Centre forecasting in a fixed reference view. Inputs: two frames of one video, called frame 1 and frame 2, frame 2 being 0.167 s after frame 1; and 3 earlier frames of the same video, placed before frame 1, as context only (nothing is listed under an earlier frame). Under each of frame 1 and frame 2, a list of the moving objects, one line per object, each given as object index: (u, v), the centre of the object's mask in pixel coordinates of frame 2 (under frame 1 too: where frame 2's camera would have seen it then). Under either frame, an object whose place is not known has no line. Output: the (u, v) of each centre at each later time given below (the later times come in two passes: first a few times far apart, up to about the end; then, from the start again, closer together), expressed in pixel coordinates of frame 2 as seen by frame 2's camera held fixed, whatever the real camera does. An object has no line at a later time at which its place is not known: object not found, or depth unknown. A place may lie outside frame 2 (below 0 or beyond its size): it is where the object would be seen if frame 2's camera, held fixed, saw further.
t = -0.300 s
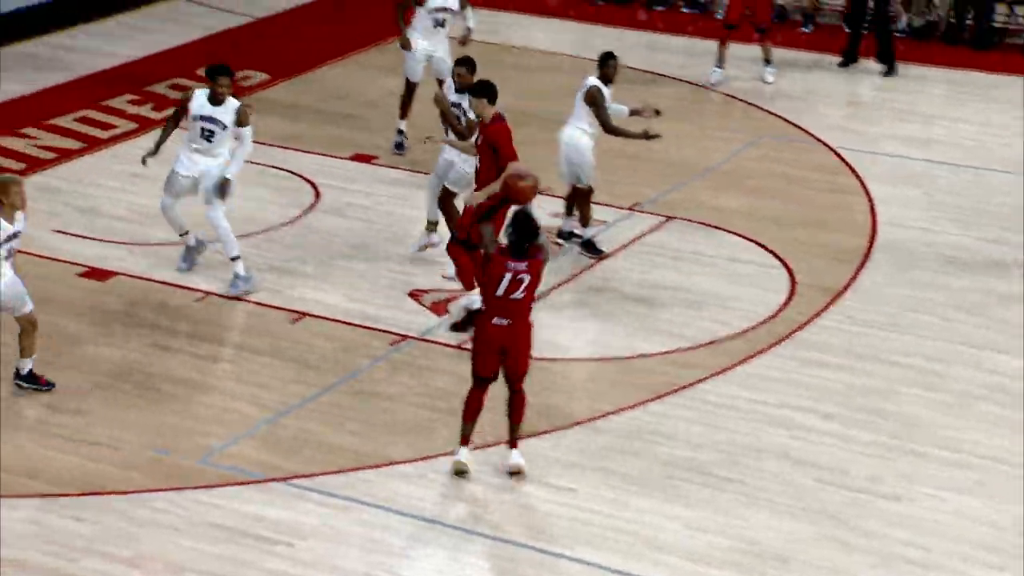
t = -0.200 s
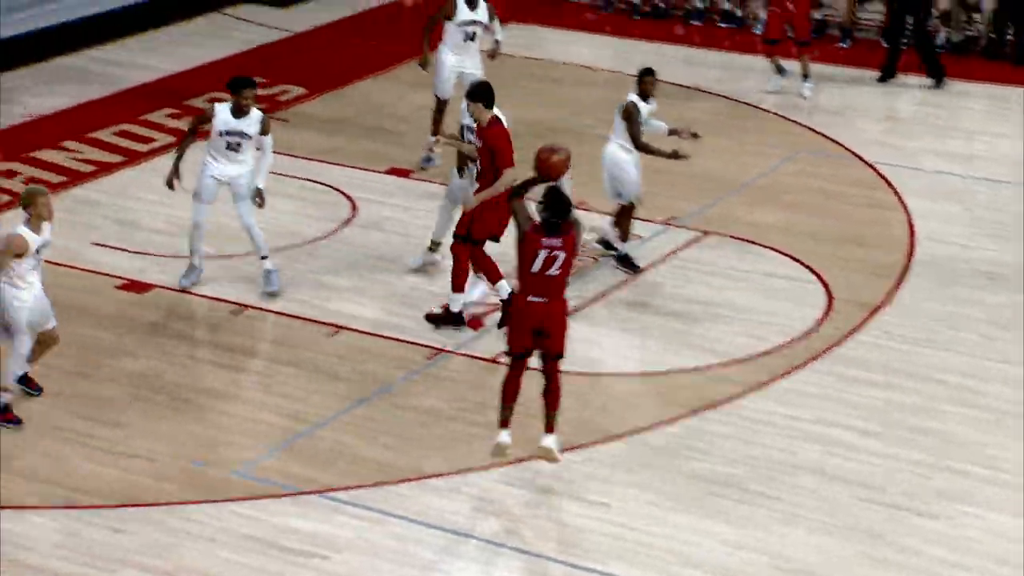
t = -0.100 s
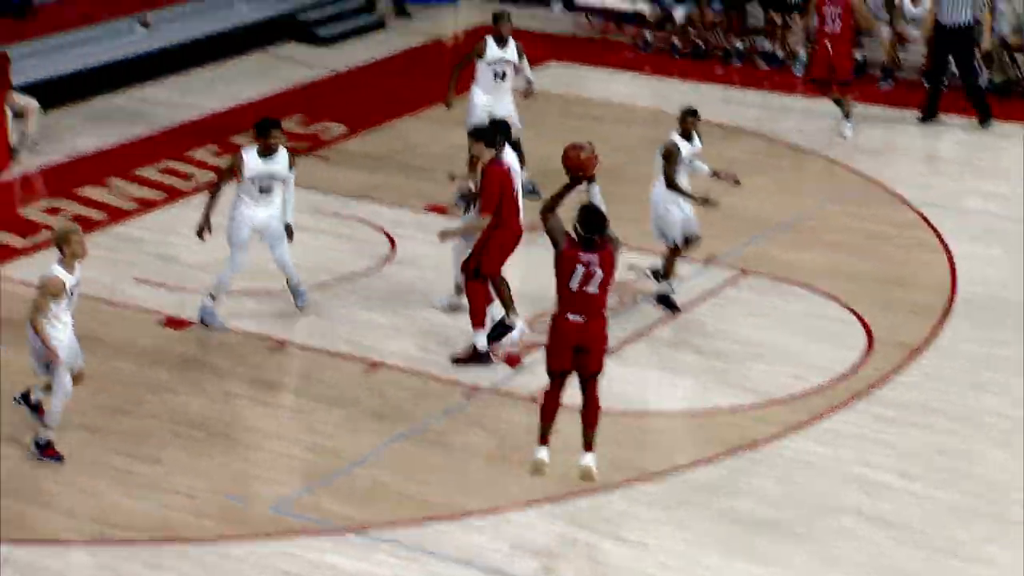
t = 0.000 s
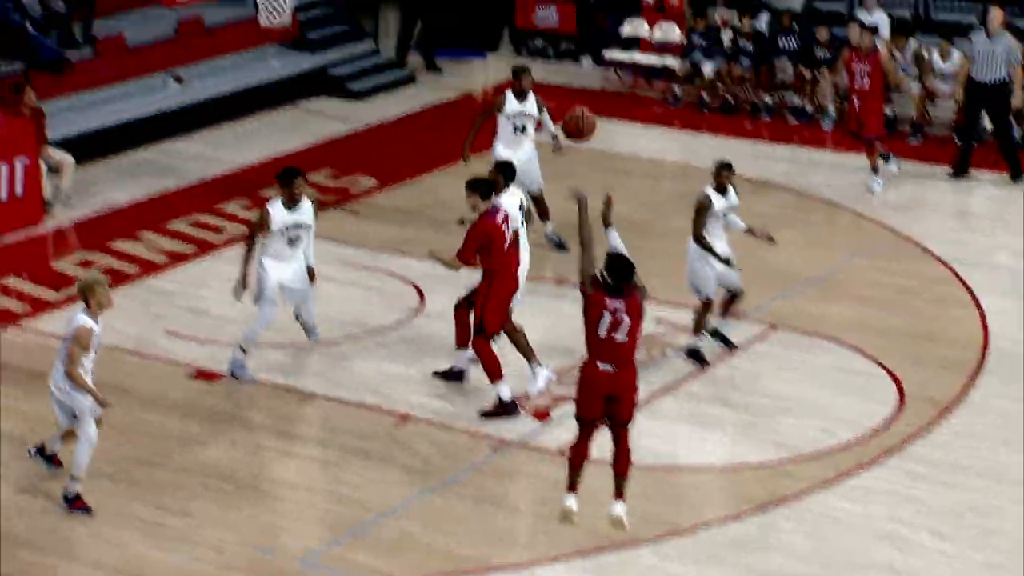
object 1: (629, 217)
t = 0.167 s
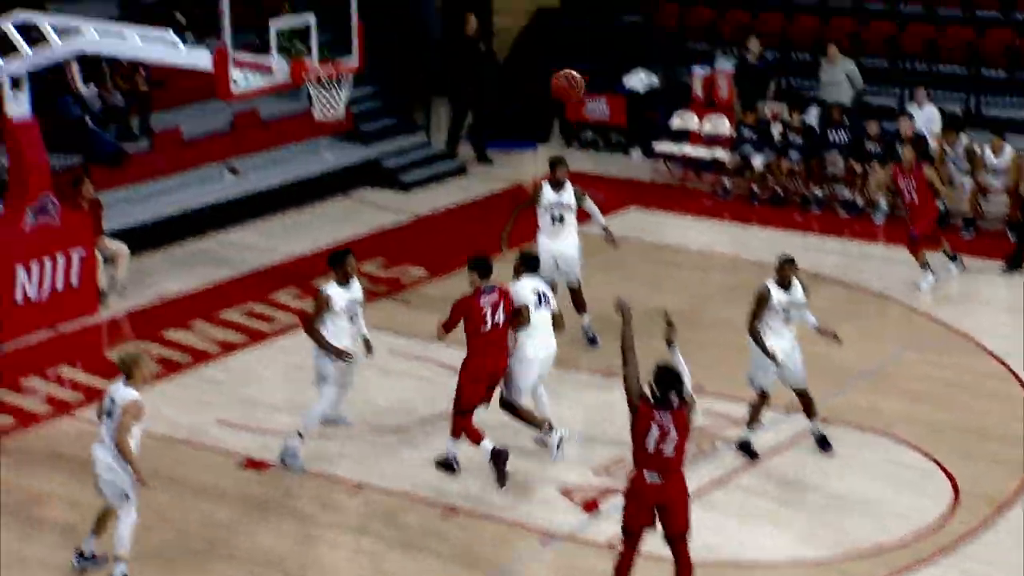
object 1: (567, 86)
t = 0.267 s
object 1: (533, 32)
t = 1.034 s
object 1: (340, 59)
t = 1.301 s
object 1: (339, 87)
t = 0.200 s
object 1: (556, 66)
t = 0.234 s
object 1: (544, 47)
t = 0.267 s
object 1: (533, 32)
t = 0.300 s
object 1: (523, 17)
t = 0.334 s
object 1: (512, 4)
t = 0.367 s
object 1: (502, -7)
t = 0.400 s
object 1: (492, -17)
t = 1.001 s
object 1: (346, 49)
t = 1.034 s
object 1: (340, 59)
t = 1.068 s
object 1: (334, 61)
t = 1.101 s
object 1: (328, 63)
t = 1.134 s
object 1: (321, 64)
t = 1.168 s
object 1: (318, 68)
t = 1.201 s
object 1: (321, 77)
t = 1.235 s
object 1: (327, 82)
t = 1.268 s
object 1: (334, 87)
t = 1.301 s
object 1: (339, 87)
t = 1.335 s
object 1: (342, 87)
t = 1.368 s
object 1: (345, 87)
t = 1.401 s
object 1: (346, 86)
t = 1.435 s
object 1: (347, 86)
